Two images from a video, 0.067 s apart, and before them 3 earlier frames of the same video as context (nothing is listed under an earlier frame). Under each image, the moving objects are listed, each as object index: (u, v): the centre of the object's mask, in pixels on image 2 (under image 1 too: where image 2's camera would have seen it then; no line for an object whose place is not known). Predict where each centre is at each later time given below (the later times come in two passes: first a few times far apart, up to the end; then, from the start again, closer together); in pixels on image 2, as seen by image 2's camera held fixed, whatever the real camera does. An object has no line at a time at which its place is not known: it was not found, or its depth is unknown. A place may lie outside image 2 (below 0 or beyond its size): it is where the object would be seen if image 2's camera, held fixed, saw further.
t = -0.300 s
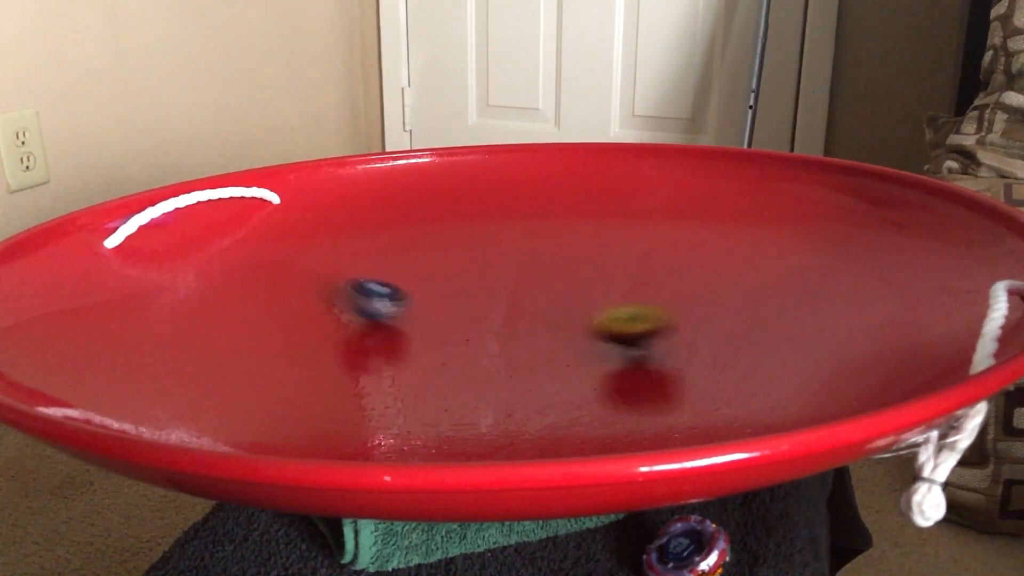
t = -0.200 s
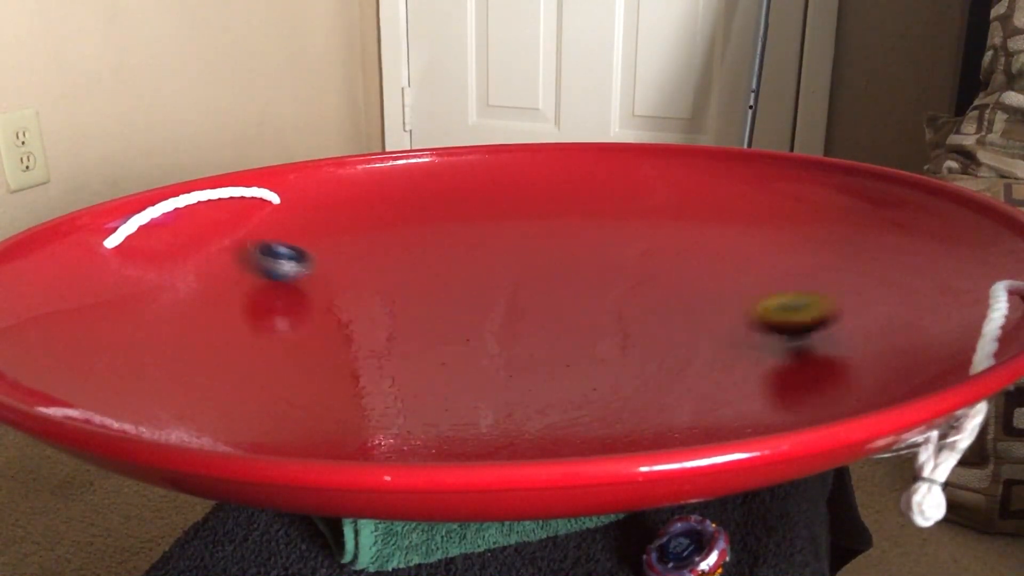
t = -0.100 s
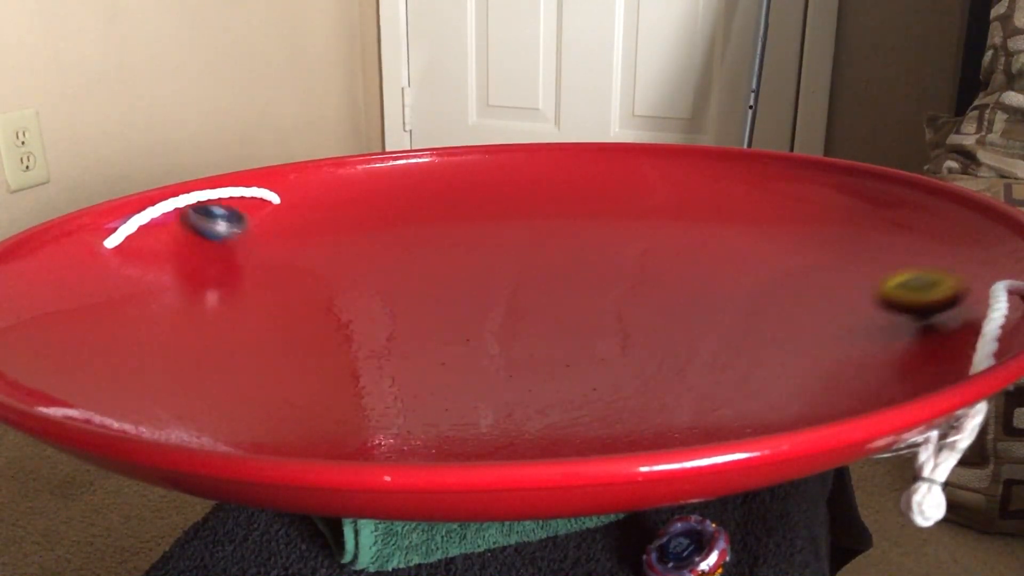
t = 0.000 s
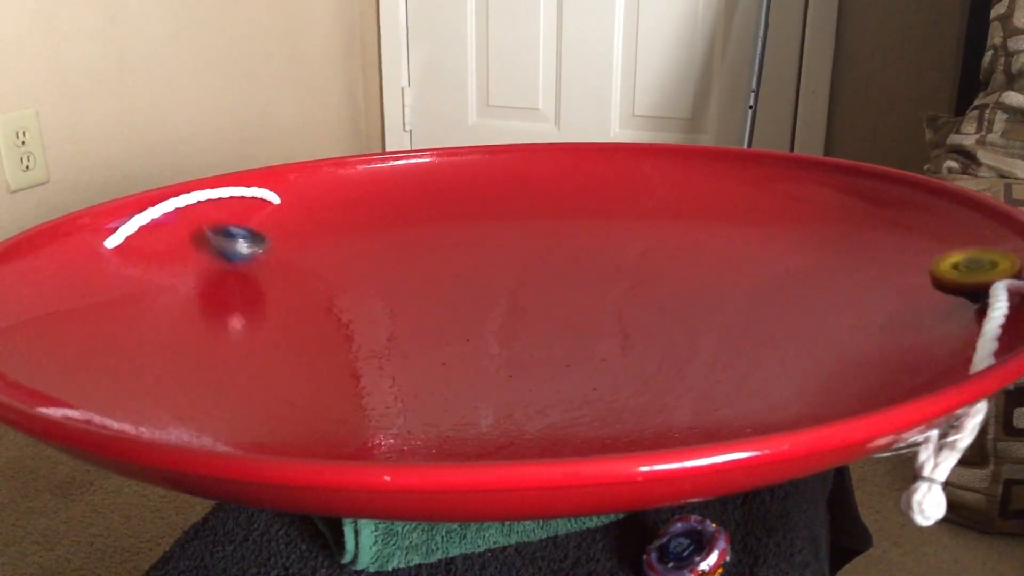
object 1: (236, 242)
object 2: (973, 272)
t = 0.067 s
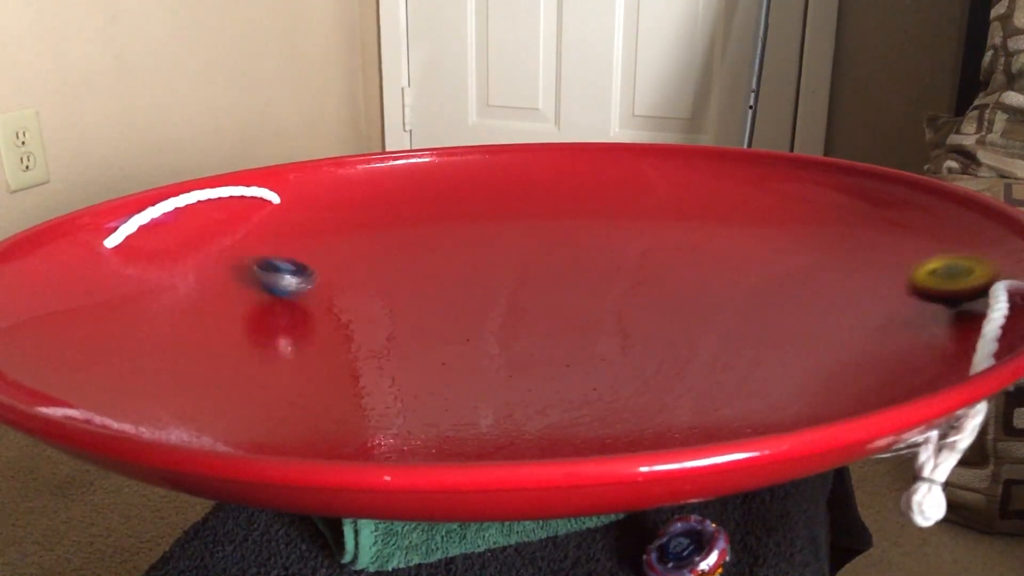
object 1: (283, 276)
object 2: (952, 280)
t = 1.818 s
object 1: (318, 315)
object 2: (738, 348)
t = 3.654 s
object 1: (208, 355)
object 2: (520, 310)
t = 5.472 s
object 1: (152, 324)
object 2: (555, 325)
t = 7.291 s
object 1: (216, 332)
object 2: (393, 347)
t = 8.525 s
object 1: (508, 246)
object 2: (424, 284)
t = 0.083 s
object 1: (295, 283)
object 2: (942, 284)
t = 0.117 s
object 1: (323, 298)
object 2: (910, 292)
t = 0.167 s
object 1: (369, 318)
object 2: (852, 301)
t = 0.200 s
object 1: (402, 330)
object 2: (809, 307)
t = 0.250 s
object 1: (454, 346)
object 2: (740, 314)
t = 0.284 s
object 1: (491, 354)
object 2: (692, 317)
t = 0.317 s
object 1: (529, 361)
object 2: (641, 319)
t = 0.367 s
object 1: (584, 368)
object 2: (568, 318)
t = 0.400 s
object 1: (622, 370)
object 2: (519, 317)
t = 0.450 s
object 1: (675, 371)
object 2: (449, 312)
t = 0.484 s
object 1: (708, 372)
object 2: (405, 307)
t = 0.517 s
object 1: (737, 370)
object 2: (363, 301)
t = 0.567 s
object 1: (776, 370)
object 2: (301, 290)
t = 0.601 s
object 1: (795, 365)
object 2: (263, 282)
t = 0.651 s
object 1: (814, 361)
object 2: (213, 270)
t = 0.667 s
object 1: (818, 360)
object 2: (198, 267)
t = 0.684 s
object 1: (820, 357)
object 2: (183, 262)
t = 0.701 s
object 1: (822, 356)
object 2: (170, 257)
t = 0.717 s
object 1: (822, 354)
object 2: (157, 251)
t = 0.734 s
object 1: (821, 353)
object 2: (148, 247)
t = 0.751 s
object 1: (818, 352)
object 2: (144, 245)
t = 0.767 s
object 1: (815, 350)
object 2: (142, 247)
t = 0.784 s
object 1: (810, 348)
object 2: (140, 252)
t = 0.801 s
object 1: (804, 346)
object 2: (140, 258)
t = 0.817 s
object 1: (797, 344)
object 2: (142, 262)
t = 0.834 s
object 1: (789, 343)
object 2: (146, 269)
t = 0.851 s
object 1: (781, 341)
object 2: (152, 275)
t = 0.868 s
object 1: (771, 339)
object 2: (159, 282)
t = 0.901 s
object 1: (751, 335)
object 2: (177, 294)
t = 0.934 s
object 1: (728, 331)
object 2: (199, 307)
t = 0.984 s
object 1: (691, 325)
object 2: (240, 324)
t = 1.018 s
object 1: (664, 321)
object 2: (270, 337)
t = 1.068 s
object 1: (624, 313)
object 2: (323, 354)
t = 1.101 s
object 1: (598, 308)
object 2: (362, 362)
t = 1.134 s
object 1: (571, 302)
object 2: (402, 373)
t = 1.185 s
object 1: (531, 294)
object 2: (470, 380)
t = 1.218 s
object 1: (508, 288)
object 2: (513, 384)
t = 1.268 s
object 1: (475, 280)
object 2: (578, 386)
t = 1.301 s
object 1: (456, 274)
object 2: (620, 386)
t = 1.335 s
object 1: (438, 270)
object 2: (660, 386)
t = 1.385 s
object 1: (415, 265)
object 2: (712, 381)
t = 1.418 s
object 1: (400, 262)
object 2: (741, 377)
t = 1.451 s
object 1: (386, 262)
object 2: (767, 372)
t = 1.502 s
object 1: (367, 262)
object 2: (794, 365)
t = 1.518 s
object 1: (360, 262)
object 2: (800, 363)
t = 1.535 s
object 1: (354, 263)
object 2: (805, 361)
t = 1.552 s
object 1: (350, 265)
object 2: (808, 358)
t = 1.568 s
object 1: (344, 266)
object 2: (810, 357)
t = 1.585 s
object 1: (339, 267)
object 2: (811, 355)
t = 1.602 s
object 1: (335, 269)
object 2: (811, 354)
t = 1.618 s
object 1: (330, 272)
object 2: (810, 352)
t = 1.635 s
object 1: (326, 274)
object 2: (807, 351)
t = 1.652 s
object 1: (323, 277)
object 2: (804, 350)
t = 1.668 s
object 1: (320, 280)
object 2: (800, 349)
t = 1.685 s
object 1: (317, 283)
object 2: (796, 348)
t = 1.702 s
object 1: (316, 286)
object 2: (790, 348)
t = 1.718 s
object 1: (313, 289)
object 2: (784, 348)
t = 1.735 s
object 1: (313, 293)
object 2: (778, 348)
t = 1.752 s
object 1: (312, 297)
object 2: (771, 348)
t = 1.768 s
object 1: (313, 301)
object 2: (763, 347)
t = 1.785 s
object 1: (313, 305)
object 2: (755, 347)
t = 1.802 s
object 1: (316, 310)
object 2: (747, 348)
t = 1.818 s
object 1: (318, 315)
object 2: (738, 348)
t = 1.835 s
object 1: (321, 319)
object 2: (729, 348)
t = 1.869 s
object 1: (330, 328)
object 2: (709, 347)
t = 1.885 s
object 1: (335, 332)
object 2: (698, 348)
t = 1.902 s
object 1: (340, 337)
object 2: (686, 348)
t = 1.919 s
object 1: (347, 340)
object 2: (675, 348)
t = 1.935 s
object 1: (355, 345)
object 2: (664, 348)
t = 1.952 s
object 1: (362, 349)
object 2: (652, 348)
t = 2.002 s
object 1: (390, 360)
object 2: (617, 347)
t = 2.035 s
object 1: (413, 366)
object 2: (594, 347)
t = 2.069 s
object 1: (436, 371)
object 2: (570, 347)
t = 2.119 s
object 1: (474, 376)
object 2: (536, 345)
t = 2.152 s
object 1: (502, 378)
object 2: (515, 339)
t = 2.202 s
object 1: (541, 377)
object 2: (482, 341)
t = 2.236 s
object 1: (568, 376)
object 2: (462, 340)
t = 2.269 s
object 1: (592, 373)
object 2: (443, 338)
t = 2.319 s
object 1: (626, 367)
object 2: (419, 335)
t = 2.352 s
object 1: (647, 362)
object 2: (403, 333)
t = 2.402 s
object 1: (673, 353)
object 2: (382, 331)
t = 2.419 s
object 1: (681, 350)
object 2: (374, 329)
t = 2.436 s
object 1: (688, 347)
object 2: (367, 329)
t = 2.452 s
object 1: (693, 343)
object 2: (360, 328)
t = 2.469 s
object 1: (699, 340)
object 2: (353, 327)
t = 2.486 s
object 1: (703, 337)
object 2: (346, 326)
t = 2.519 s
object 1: (710, 330)
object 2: (333, 325)
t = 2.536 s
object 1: (713, 326)
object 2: (327, 324)
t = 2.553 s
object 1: (714, 323)
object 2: (322, 323)
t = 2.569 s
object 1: (715, 319)
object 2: (316, 323)
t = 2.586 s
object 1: (715, 316)
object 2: (312, 322)
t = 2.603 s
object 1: (715, 312)
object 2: (306, 321)
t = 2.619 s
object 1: (714, 309)
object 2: (302, 321)
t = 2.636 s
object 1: (712, 306)
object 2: (298, 320)
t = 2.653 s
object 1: (710, 303)
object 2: (295, 319)
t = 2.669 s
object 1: (707, 300)
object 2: (291, 319)
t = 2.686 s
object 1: (704, 297)
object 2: (288, 319)
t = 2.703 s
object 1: (699, 293)
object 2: (286, 319)
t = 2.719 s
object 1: (695, 290)
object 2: (284, 319)
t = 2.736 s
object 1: (690, 288)
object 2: (283, 318)
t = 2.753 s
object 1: (684, 285)
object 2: (282, 318)
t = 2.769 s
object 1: (678, 282)
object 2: (281, 318)
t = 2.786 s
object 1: (672, 280)
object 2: (281, 318)
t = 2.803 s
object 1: (665, 278)
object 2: (281, 318)
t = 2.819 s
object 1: (657, 275)
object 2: (281, 318)
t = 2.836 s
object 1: (650, 272)
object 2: (281, 318)
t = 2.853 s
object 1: (641, 270)
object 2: (282, 317)
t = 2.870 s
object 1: (632, 268)
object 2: (283, 318)
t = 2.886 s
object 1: (623, 266)
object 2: (285, 319)
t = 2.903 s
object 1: (614, 264)
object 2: (287, 319)
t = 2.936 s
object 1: (594, 261)
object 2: (293, 319)
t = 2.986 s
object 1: (563, 257)
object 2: (303, 321)
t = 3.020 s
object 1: (540, 255)
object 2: (312, 322)
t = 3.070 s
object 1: (505, 254)
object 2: (327, 323)
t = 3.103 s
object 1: (481, 254)
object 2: (338, 324)
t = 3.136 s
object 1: (457, 255)
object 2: (350, 324)
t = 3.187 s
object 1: (421, 258)
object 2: (370, 325)
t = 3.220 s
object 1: (397, 260)
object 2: (383, 325)
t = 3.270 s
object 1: (362, 266)
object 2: (403, 326)
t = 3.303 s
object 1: (340, 270)
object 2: (416, 325)
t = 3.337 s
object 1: (317, 276)
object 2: (430, 324)
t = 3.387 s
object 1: (288, 284)
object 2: (448, 324)
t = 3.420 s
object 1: (270, 291)
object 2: (461, 323)
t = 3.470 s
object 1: (245, 303)
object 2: (477, 321)
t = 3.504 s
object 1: (232, 311)
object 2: (488, 319)
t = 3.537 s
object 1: (222, 320)
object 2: (497, 318)
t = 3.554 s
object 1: (217, 325)
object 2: (501, 317)
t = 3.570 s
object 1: (213, 330)
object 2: (504, 316)
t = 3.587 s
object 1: (211, 335)
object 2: (508, 315)
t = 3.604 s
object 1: (209, 340)
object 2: (512, 313)
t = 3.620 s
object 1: (208, 344)
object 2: (515, 312)
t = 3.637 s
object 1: (207, 350)
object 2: (518, 311)
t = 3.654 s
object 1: (208, 355)
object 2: (520, 310)
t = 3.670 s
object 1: (210, 360)
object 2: (522, 309)
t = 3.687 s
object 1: (212, 365)
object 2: (524, 307)
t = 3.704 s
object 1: (216, 370)
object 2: (526, 307)
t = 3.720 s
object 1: (220, 375)
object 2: (527, 306)
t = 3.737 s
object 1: (225, 380)
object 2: (528, 305)
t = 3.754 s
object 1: (232, 385)
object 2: (529, 303)
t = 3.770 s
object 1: (239, 390)
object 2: (530, 303)
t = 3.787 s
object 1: (248, 395)
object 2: (530, 301)
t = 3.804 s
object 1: (259, 400)
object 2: (530, 300)
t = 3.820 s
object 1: (269, 404)
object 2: (529, 299)
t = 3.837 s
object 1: (280, 408)
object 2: (529, 298)
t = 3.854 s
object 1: (293, 412)
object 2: (528, 297)
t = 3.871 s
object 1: (307, 415)
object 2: (527, 296)
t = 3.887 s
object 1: (321, 419)
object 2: (525, 295)
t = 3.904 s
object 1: (337, 422)
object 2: (524, 294)
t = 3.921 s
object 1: (354, 424)
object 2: (522, 293)
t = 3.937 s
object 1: (371, 426)
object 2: (520, 293)
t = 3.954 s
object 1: (389, 428)
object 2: (517, 292)
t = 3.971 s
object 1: (407, 429)
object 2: (514, 291)
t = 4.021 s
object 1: (464, 430)
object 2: (505, 288)
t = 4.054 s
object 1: (503, 428)
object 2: (499, 287)
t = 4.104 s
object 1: (560, 423)
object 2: (488, 285)
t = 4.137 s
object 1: (595, 418)
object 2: (480, 284)
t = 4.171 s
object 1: (628, 409)
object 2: (473, 283)
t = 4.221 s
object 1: (670, 394)
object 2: (463, 282)
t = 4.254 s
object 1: (691, 384)
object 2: (455, 282)
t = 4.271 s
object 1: (701, 377)
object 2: (452, 283)
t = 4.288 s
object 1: (708, 372)
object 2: (449, 283)
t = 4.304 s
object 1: (715, 367)
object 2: (445, 283)
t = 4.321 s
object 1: (720, 361)
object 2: (443, 283)
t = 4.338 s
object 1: (724, 355)
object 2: (439, 283)
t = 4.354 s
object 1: (727, 349)
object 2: (437, 283)
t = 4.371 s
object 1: (728, 343)
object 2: (434, 284)
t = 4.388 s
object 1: (729, 337)
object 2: (432, 284)
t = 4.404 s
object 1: (728, 331)
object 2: (430, 285)
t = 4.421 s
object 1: (727, 326)
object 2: (427, 286)
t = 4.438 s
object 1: (725, 320)
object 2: (425, 287)
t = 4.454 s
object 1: (721, 315)
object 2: (424, 288)
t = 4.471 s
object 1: (717, 310)
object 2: (422, 289)
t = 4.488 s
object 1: (712, 305)
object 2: (421, 290)
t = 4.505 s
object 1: (706, 300)
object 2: (420, 291)
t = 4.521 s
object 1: (699, 296)
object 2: (419, 292)
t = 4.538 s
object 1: (692, 292)
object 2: (418, 293)
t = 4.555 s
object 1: (684, 287)
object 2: (417, 294)
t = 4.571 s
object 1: (676, 283)
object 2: (416, 294)
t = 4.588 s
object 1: (667, 279)
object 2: (416, 296)
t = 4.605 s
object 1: (659, 275)
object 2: (416, 297)
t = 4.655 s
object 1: (629, 265)
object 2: (416, 301)
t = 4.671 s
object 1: (618, 262)
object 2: (417, 303)
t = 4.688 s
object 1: (609, 260)
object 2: (417, 304)
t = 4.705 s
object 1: (597, 257)
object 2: (419, 306)
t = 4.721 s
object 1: (586, 254)
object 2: (420, 307)
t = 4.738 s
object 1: (575, 253)
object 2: (421, 308)
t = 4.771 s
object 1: (552, 248)
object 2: (424, 311)
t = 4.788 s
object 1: (540, 246)
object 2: (426, 312)
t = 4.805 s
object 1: (529, 245)
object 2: (428, 313)
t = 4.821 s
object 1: (518, 243)
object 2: (431, 314)
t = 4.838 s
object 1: (505, 242)
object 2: (433, 315)
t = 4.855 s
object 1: (493, 241)
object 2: (436, 316)
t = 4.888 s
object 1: (471, 239)
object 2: (441, 318)
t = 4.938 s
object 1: (434, 238)
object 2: (451, 320)
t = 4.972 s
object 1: (410, 238)
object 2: (458, 321)
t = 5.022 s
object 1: (374, 238)
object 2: (468, 322)
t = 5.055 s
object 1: (350, 239)
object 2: (476, 322)
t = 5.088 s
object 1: (326, 241)
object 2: (483, 322)
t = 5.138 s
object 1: (292, 246)
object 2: (493, 322)
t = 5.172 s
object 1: (270, 250)
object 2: (500, 322)
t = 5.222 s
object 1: (238, 258)
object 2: (510, 322)
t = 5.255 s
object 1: (219, 264)
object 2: (517, 322)
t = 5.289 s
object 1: (201, 271)
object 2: (523, 323)
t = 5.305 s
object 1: (192, 275)
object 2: (526, 323)
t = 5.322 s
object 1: (186, 279)
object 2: (529, 323)
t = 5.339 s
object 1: (179, 283)
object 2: (532, 323)
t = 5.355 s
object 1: (174, 288)
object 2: (535, 323)
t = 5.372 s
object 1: (168, 293)
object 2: (538, 323)
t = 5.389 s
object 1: (163, 297)
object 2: (541, 323)
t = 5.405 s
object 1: (159, 302)
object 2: (544, 324)
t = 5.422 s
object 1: (156, 307)
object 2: (547, 324)
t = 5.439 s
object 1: (153, 313)
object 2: (550, 324)
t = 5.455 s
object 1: (152, 318)
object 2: (552, 324)
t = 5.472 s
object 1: (152, 324)
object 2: (555, 325)
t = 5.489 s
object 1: (152, 330)
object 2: (557, 325)
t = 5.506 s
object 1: (154, 336)
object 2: (560, 325)
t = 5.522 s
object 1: (158, 342)
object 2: (562, 325)
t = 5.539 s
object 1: (163, 348)
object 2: (565, 326)
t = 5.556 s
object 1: (168, 354)
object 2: (567, 326)
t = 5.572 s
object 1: (176, 361)
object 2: (569, 326)
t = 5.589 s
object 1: (184, 367)
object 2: (571, 327)
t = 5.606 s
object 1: (194, 372)
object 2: (573, 327)
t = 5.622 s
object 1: (204, 378)
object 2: (575, 328)
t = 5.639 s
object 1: (217, 384)
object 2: (577, 328)
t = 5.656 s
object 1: (230, 388)
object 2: (579, 328)
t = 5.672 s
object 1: (245, 393)
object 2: (581, 329)
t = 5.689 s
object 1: (261, 398)
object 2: (583, 330)
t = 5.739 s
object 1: (315, 409)
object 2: (587, 331)
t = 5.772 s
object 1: (354, 413)
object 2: (590, 332)
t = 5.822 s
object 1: (416, 415)
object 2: (594, 334)
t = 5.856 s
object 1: (458, 415)
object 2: (596, 335)
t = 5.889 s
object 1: (499, 411)
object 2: (597, 336)
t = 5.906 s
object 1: (518, 409)
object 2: (598, 337)
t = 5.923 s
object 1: (538, 405)
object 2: (599, 337)
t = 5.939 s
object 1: (558, 402)
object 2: (600, 338)
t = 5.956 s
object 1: (575, 398)
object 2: (600, 339)
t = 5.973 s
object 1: (591, 395)
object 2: (600, 339)
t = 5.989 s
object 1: (604, 392)
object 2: (600, 339)
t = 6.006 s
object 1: (618, 386)
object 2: (600, 339)
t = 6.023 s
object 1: (632, 381)
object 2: (600, 339)
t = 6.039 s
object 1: (641, 377)
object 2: (599, 340)
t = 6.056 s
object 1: (653, 371)
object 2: (598, 342)
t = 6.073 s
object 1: (663, 366)
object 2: (598, 343)
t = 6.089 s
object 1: (675, 360)
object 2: (599, 344)
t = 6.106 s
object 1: (683, 355)
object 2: (599, 345)
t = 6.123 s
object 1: (689, 350)
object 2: (598, 345)
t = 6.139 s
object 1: (695, 344)
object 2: (597, 346)
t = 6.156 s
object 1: (701, 339)
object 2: (596, 347)
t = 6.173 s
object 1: (705, 333)
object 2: (595, 348)
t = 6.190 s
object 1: (708, 327)
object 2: (594, 348)
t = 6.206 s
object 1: (710, 322)
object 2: (593, 349)
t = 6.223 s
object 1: (712, 316)
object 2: (592, 349)
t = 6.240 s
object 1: (712, 312)
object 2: (591, 350)
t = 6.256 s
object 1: (711, 306)
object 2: (589, 351)
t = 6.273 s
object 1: (711, 301)
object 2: (587, 351)
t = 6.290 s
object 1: (709, 296)
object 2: (586, 352)
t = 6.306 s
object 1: (707, 291)
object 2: (584, 353)
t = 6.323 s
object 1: (703, 286)
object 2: (582, 353)
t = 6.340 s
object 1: (700, 282)
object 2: (580, 354)
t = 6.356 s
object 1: (695, 277)
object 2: (577, 355)
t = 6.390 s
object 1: (684, 268)
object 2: (573, 356)
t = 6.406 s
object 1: (678, 265)
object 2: (570, 357)
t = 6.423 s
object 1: (672, 261)
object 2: (568, 357)
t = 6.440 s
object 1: (665, 258)
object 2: (565, 358)
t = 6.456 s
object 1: (658, 254)
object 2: (562, 358)
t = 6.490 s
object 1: (642, 248)
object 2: (557, 359)
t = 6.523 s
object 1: (625, 243)
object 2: (550, 360)
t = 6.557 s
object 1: (606, 238)
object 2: (544, 361)
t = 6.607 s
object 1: (577, 232)
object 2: (534, 362)
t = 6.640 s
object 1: (557, 229)
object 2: (527, 363)
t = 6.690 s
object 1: (525, 226)
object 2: (516, 363)
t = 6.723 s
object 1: (503, 225)
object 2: (508, 363)
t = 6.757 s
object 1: (480, 225)
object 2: (500, 363)
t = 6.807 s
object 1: (446, 226)
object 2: (488, 363)
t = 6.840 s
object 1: (424, 228)
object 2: (480, 363)
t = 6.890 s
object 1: (388, 232)
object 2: (469, 362)
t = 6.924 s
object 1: (366, 237)
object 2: (461, 362)
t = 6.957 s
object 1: (345, 242)
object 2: (454, 361)
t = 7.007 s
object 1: (314, 251)
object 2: (443, 360)
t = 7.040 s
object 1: (294, 258)
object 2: (436, 359)
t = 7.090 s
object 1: (268, 270)
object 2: (426, 357)
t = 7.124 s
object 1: (253, 279)
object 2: (420, 356)
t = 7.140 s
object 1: (247, 284)
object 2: (416, 355)
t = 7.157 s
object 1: (240, 288)
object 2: (414, 354)
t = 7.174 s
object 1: (235, 293)
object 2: (411, 354)
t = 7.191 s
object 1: (230, 299)
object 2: (408, 353)
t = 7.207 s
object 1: (226, 304)
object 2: (405, 352)
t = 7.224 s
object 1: (222, 309)
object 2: (403, 351)
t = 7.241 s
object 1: (219, 315)
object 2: (400, 350)
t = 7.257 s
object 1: (217, 321)
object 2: (398, 349)
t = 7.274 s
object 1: (217, 326)
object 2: (395, 348)
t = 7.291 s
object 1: (216, 332)
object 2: (393, 347)
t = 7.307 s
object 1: (217, 338)
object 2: (391, 346)
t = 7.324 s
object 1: (219, 344)
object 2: (389, 346)
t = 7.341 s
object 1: (222, 349)
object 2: (387, 344)
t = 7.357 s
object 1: (226, 355)
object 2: (385, 344)
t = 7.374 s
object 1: (231, 360)
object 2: (383, 343)
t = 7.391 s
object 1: (236, 366)
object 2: (381, 342)
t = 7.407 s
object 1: (243, 371)
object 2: (380, 341)
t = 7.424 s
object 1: (251, 376)
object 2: (378, 340)
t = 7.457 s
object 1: (270, 386)
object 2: (375, 338)
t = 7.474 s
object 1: (281, 391)
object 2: (374, 336)
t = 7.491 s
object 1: (292, 395)
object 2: (372, 336)
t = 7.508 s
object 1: (307, 399)
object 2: (371, 334)
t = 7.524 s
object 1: (321, 403)
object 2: (370, 333)
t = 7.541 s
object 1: (335, 407)
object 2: (369, 332)
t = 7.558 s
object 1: (352, 409)
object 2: (368, 331)
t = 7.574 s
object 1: (367, 412)
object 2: (367, 330)
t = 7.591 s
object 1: (380, 414)
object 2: (367, 329)
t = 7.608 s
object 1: (399, 417)
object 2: (366, 328)
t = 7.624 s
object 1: (417, 418)
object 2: (365, 327)
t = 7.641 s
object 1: (435, 419)
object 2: (364, 326)
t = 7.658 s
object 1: (455, 420)
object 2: (364, 325)
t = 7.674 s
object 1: (473, 420)
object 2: (363, 323)
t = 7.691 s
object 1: (492, 420)
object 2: (363, 322)
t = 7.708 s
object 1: (510, 419)
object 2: (363, 321)
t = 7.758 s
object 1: (565, 414)
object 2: (363, 318)
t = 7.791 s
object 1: (599, 407)
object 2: (363, 316)
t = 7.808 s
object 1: (615, 404)
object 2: (363, 315)
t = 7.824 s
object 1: (630, 399)
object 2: (363, 314)
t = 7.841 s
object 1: (644, 395)
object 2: (363, 313)
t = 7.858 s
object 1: (658, 391)
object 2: (364, 312)
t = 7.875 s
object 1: (670, 387)
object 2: (364, 311)
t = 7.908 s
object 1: (691, 377)
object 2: (365, 308)
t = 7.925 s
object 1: (701, 372)
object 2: (366, 308)
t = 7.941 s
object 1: (709, 367)
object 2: (367, 306)
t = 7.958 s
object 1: (716, 362)
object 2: (368, 305)
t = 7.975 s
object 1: (722, 356)
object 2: (368, 304)
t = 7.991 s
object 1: (727, 351)
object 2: (369, 304)
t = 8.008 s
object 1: (731, 346)
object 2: (370, 303)
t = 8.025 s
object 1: (734, 340)
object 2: (371, 302)
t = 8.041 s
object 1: (735, 335)
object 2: (372, 301)
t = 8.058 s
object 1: (736, 329)
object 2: (374, 300)
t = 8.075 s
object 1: (736, 324)
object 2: (375, 299)
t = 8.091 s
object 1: (735, 320)
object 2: (376, 298)
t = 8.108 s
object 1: (732, 314)
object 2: (378, 297)
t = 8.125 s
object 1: (730, 310)
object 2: (379, 297)
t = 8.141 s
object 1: (726, 305)
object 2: (381, 296)
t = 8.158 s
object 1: (721, 301)
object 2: (382, 295)
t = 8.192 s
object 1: (711, 292)
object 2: (385, 294)
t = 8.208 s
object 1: (703, 288)
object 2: (386, 293)
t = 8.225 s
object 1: (697, 284)
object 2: (388, 292)
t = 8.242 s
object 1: (689, 281)
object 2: (389, 292)
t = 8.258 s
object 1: (680, 277)
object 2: (391, 291)
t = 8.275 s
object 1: (671, 274)
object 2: (393, 291)
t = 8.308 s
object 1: (654, 268)
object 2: (397, 289)
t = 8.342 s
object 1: (633, 262)
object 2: (401, 288)
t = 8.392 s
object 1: (600, 256)
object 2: (406, 287)
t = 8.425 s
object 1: (578, 253)
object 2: (410, 286)
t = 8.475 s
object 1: (544, 248)
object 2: (417, 285)
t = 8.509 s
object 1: (520, 247)
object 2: (422, 284)
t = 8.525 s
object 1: (508, 246)
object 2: (424, 284)
